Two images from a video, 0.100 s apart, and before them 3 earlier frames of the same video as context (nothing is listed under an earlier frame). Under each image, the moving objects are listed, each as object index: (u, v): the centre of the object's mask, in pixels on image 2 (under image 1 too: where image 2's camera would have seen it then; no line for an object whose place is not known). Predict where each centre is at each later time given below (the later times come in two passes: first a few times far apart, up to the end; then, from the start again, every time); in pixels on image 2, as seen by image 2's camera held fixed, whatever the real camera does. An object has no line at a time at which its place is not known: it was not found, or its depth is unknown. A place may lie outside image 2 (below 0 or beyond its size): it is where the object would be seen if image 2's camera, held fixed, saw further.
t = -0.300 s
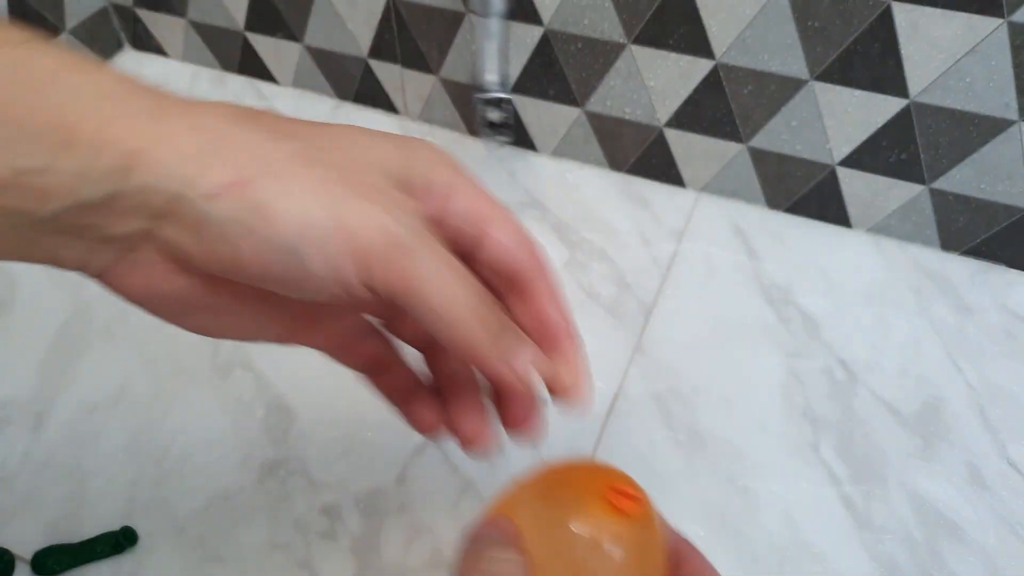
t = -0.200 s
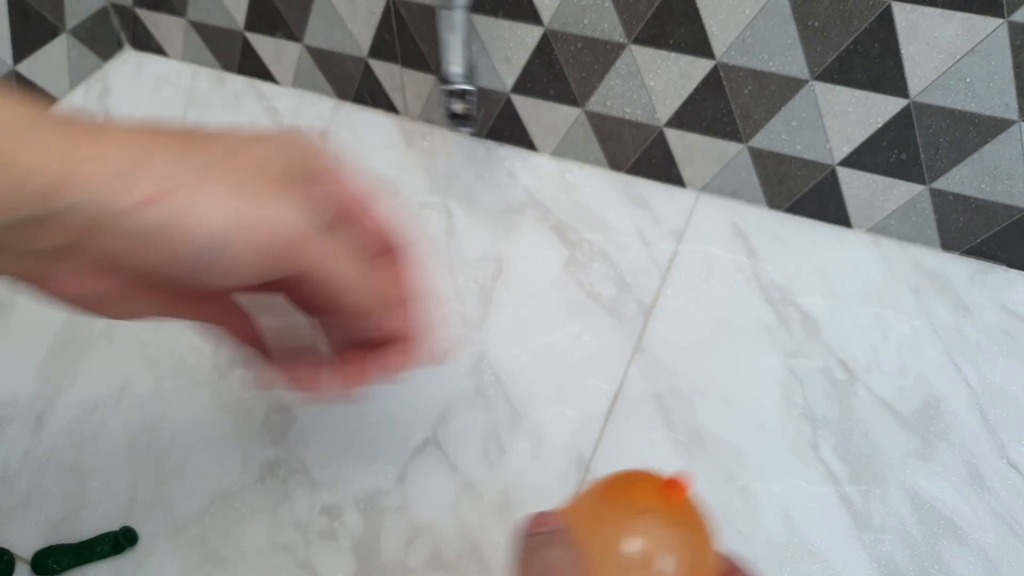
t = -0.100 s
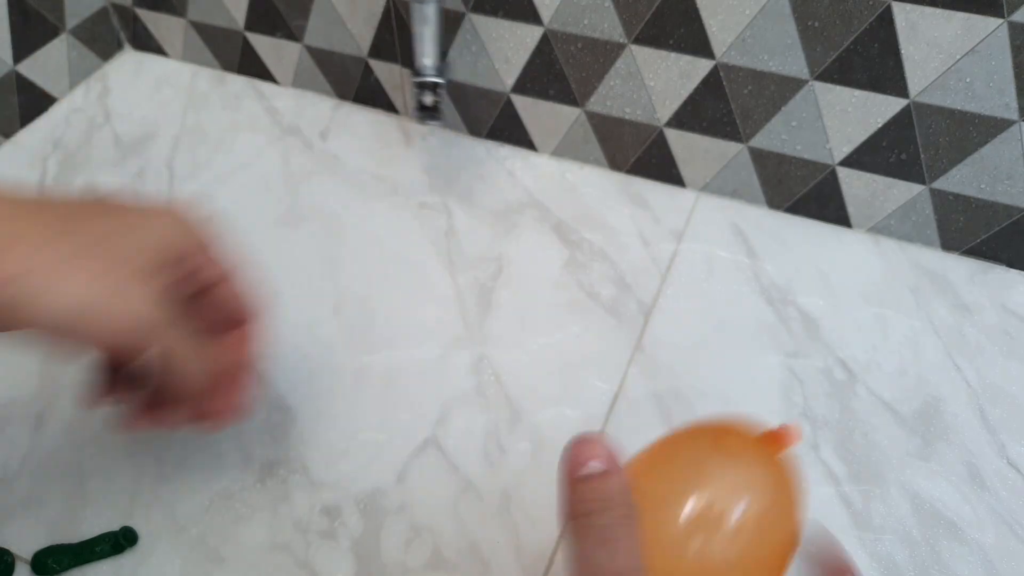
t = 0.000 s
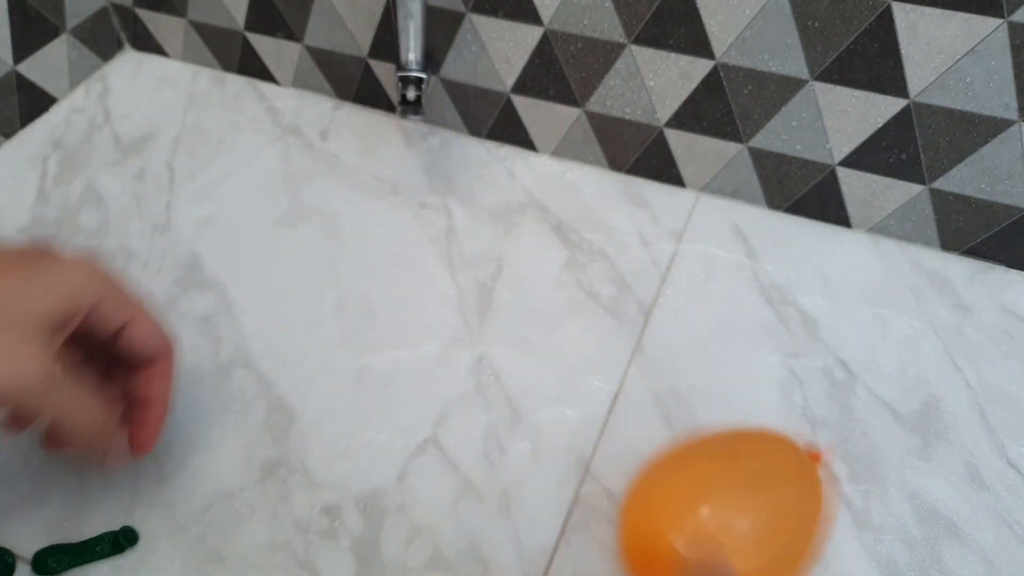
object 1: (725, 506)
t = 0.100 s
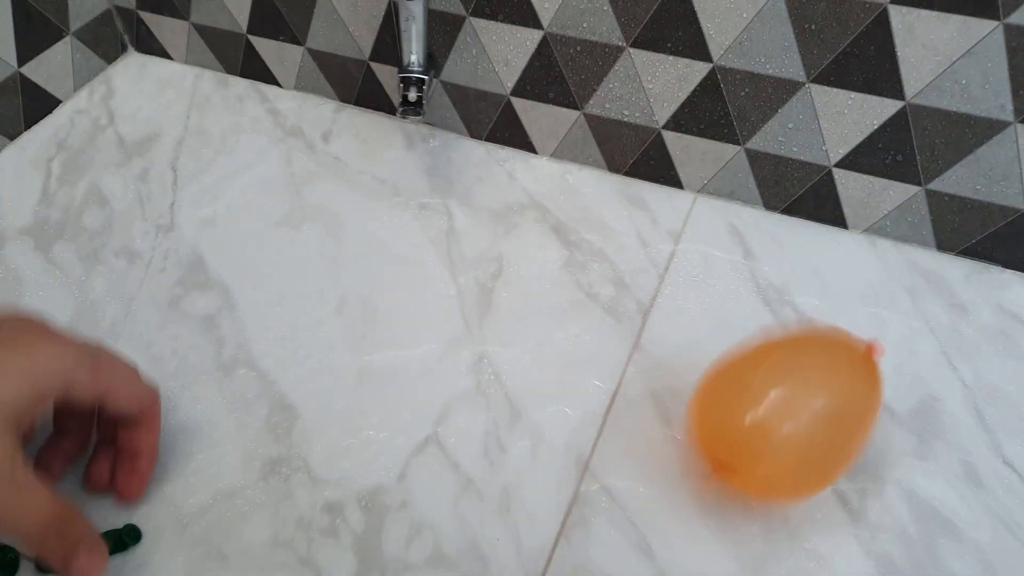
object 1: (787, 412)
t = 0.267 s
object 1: (842, 342)
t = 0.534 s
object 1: (911, 259)
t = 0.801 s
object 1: (934, 287)
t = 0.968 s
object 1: (941, 326)
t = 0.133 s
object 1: (799, 398)
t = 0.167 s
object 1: (802, 401)
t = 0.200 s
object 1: (804, 402)
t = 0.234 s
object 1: (820, 376)
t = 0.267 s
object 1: (842, 342)
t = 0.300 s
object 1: (853, 329)
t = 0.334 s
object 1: (859, 326)
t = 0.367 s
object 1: (861, 325)
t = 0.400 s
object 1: (873, 306)
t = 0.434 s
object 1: (889, 284)
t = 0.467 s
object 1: (895, 277)
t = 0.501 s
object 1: (898, 277)
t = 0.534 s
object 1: (911, 259)
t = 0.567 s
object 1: (919, 246)
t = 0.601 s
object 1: (922, 248)
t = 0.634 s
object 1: (924, 256)
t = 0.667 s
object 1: (927, 259)
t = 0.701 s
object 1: (932, 260)
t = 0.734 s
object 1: (932, 270)
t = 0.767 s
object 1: (930, 285)
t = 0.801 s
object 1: (934, 287)
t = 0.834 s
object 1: (937, 290)
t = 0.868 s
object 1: (937, 304)
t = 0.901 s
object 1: (936, 316)
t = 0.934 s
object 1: (940, 318)
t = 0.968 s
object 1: (941, 326)
